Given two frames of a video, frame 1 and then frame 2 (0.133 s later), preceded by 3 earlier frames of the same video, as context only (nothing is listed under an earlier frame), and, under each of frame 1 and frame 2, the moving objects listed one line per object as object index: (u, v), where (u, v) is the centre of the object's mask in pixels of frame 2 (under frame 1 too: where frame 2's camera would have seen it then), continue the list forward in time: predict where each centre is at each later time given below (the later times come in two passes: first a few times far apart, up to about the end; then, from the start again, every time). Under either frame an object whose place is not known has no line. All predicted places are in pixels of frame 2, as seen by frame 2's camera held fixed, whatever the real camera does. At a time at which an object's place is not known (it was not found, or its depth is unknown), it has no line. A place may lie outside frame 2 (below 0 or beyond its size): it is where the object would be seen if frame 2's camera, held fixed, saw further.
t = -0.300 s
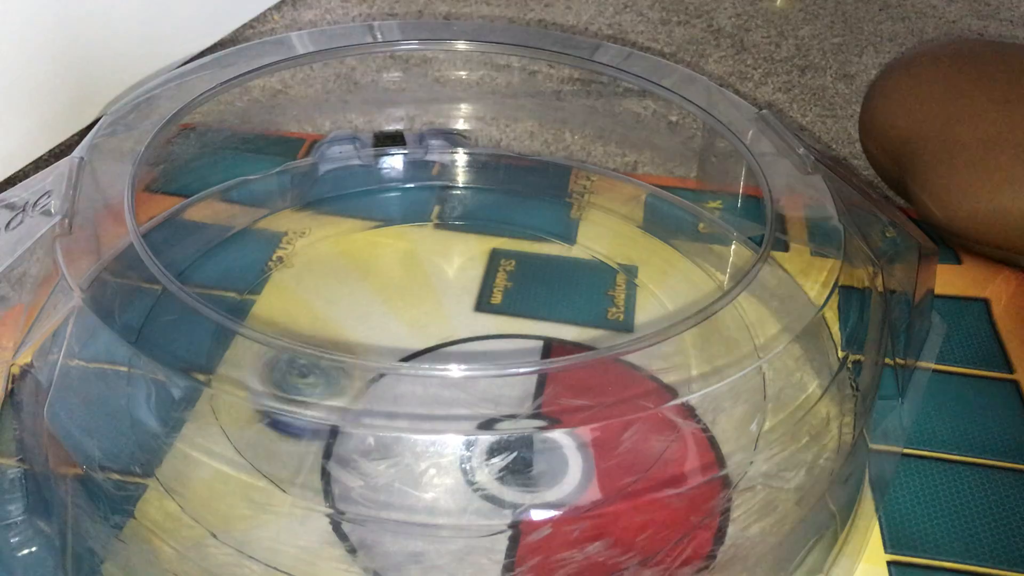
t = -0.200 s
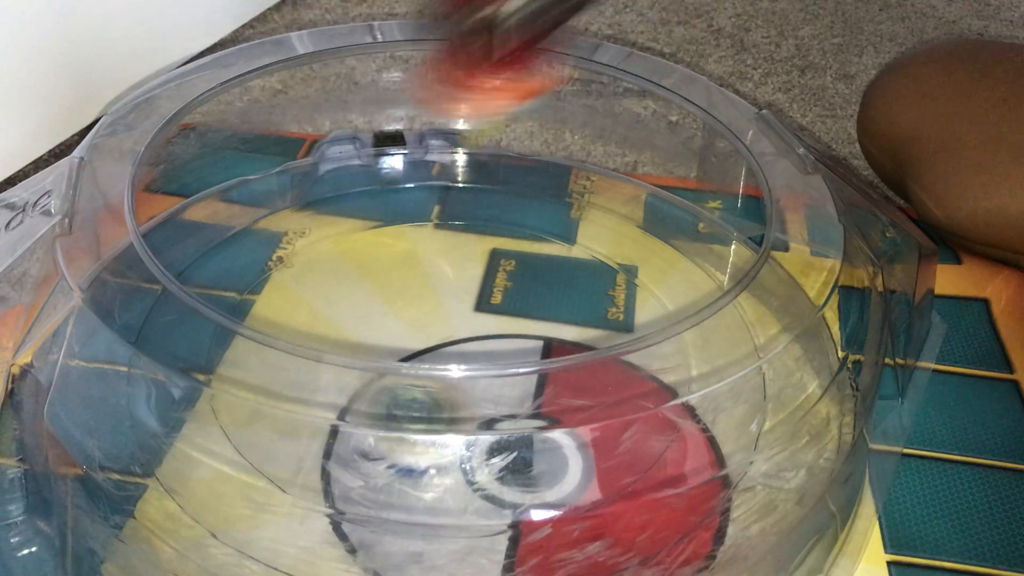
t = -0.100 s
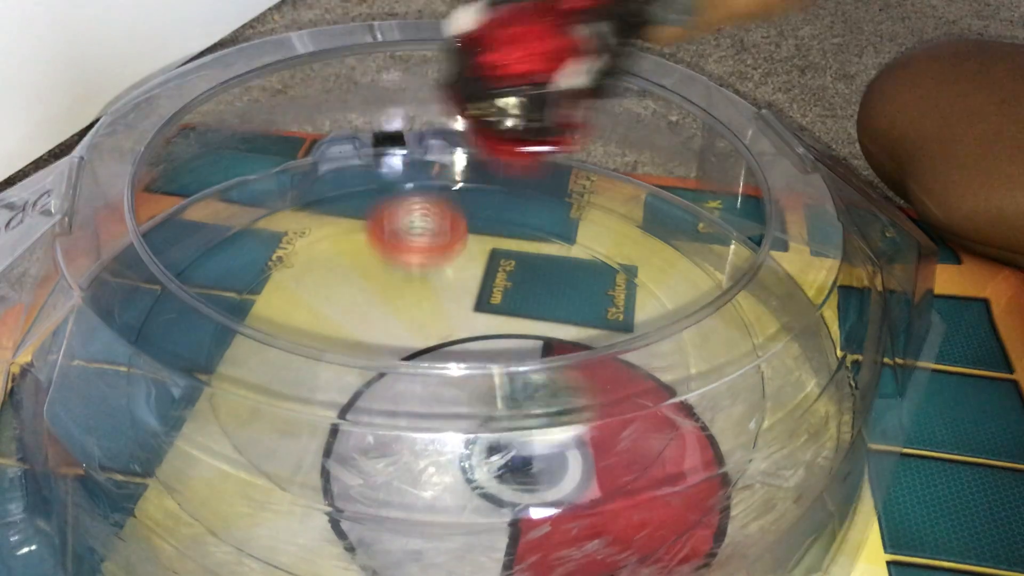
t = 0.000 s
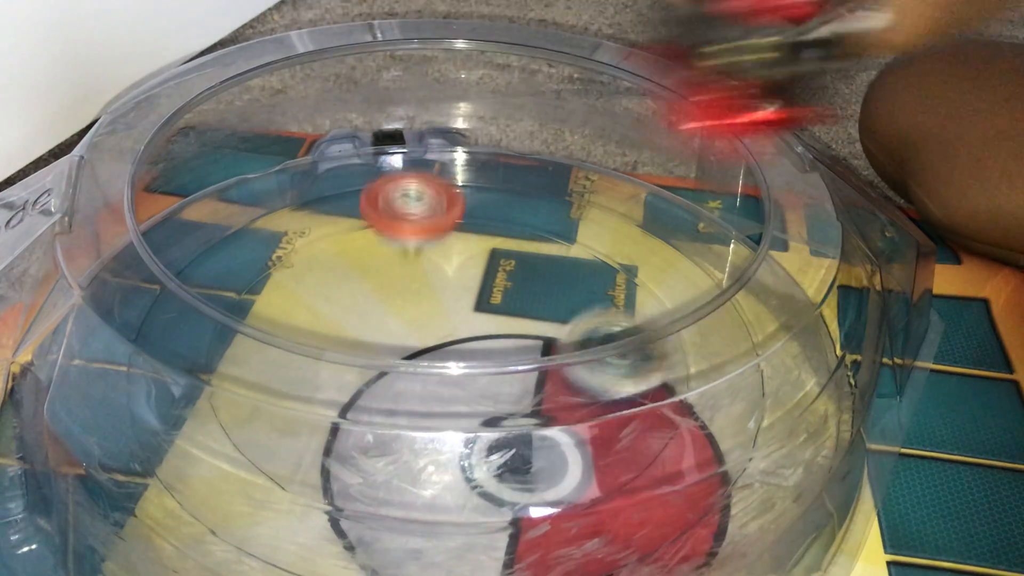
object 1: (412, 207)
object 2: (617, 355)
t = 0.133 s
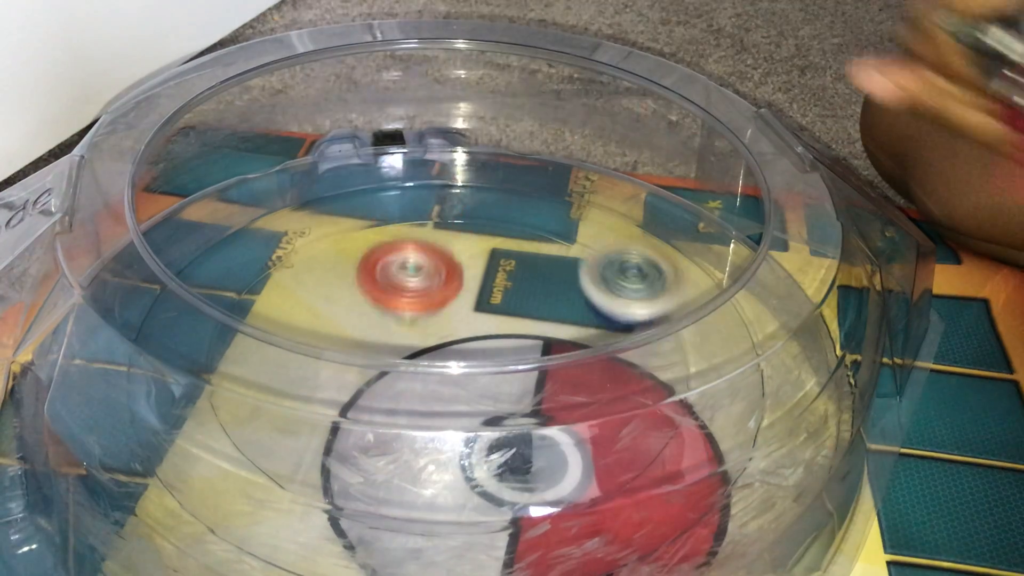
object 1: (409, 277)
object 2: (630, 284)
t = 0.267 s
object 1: (404, 329)
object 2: (576, 227)
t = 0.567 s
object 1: (491, 335)
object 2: (368, 241)
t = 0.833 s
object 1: (483, 321)
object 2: (396, 424)
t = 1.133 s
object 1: (460, 337)
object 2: (674, 379)
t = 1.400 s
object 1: (487, 347)
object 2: (575, 261)
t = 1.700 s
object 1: (453, 336)
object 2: (324, 317)
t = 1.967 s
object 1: (459, 359)
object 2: (388, 457)
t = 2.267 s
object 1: (446, 333)
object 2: (594, 371)
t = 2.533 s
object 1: (428, 348)
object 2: (448, 262)
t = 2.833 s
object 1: (454, 329)
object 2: (295, 341)
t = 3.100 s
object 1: (425, 326)
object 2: (518, 405)
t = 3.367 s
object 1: (460, 331)
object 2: (538, 280)
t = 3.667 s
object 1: (478, 333)
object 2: (367, 269)
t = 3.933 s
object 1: (558, 315)
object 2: (375, 398)
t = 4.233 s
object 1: (540, 277)
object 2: (556, 390)
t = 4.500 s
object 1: (409, 263)
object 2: (493, 325)
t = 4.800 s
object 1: (277, 320)
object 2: (493, 395)
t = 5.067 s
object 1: (413, 404)
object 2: (487, 334)
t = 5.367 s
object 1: (536, 315)
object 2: (379, 390)
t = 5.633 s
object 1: (477, 275)
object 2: (495, 361)
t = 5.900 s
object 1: (386, 225)
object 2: (442, 323)
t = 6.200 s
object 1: (339, 250)
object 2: (433, 375)
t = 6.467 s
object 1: (364, 319)
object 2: (533, 320)
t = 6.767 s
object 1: (450, 377)
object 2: (543, 277)
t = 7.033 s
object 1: (530, 403)
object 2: (441, 306)
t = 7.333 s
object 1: (558, 388)
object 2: (429, 396)
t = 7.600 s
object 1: (576, 333)
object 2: (462, 399)
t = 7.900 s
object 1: (498, 294)
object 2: (404, 326)
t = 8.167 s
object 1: (493, 302)
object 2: (353, 294)
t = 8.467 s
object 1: (547, 328)
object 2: (423, 312)
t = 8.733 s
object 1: (577, 374)
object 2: (491, 309)
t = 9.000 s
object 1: (529, 396)
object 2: (499, 326)
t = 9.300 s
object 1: (421, 405)
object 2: (485, 336)
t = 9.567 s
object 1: (199, 379)
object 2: (541, 314)
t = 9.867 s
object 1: (209, 267)
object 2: (484, 327)
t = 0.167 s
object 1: (406, 294)
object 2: (623, 267)
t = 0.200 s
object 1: (403, 310)
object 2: (610, 251)
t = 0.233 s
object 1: (401, 322)
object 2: (594, 238)
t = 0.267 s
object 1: (404, 329)
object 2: (576, 227)
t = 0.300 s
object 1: (412, 334)
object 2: (556, 219)
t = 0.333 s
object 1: (423, 346)
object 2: (537, 212)
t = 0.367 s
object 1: (436, 350)
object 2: (515, 207)
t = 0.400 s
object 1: (449, 353)
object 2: (493, 205)
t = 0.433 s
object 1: (461, 354)
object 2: (469, 206)
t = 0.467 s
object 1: (472, 351)
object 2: (444, 208)
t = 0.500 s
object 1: (481, 348)
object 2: (420, 215)
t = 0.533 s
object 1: (487, 345)
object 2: (394, 226)
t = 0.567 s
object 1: (491, 335)
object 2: (368, 241)
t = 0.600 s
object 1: (494, 333)
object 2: (348, 262)
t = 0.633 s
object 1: (496, 331)
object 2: (333, 281)
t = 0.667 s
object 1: (496, 329)
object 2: (325, 303)
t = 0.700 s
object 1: (495, 327)
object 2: (326, 315)
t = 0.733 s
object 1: (494, 325)
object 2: (328, 357)
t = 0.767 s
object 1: (492, 322)
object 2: (350, 383)
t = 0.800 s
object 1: (488, 321)
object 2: (367, 408)
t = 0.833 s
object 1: (483, 321)
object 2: (396, 424)
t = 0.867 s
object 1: (477, 321)
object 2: (436, 436)
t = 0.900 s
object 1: (471, 322)
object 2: (469, 443)
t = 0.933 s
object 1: (465, 324)
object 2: (515, 446)
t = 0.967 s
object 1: (461, 326)
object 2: (549, 444)
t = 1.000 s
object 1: (458, 328)
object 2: (587, 433)
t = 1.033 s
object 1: (457, 331)
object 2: (618, 417)
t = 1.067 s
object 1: (457, 333)
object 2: (638, 407)
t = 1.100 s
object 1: (458, 335)
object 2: (657, 394)
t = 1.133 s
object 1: (460, 337)
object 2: (674, 379)
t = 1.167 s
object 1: (463, 338)
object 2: (682, 364)
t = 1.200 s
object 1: (467, 347)
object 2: (688, 350)
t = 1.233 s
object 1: (471, 348)
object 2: (674, 327)
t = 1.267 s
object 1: (475, 349)
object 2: (660, 308)
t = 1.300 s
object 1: (478, 350)
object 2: (643, 292)
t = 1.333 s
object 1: (482, 349)
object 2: (629, 284)
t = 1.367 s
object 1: (485, 349)
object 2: (604, 271)
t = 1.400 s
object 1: (487, 347)
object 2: (575, 261)
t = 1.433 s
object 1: (488, 337)
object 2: (544, 255)
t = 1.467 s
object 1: (487, 336)
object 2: (513, 252)
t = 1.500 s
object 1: (484, 335)
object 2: (476, 255)
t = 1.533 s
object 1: (479, 334)
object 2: (442, 259)
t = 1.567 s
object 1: (474, 334)
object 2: (409, 269)
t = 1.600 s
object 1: (468, 334)
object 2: (379, 279)
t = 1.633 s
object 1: (462, 334)
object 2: (353, 289)
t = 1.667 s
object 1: (457, 335)
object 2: (333, 302)
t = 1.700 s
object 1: (453, 336)
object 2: (324, 317)
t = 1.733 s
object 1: (450, 337)
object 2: (310, 340)
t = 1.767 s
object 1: (448, 339)
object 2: (302, 364)
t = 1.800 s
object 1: (447, 349)
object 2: (301, 384)
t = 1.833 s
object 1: (447, 352)
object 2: (311, 400)
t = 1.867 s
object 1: (448, 355)
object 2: (323, 416)
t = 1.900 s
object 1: (451, 358)
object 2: (343, 436)
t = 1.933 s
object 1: (455, 359)
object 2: (364, 447)
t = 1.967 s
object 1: (459, 359)
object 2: (388, 457)
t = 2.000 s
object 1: (462, 358)
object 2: (423, 466)
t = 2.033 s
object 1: (466, 355)
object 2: (452, 467)
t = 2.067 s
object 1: (468, 351)
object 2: (480, 466)
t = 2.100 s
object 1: (468, 348)
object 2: (521, 464)
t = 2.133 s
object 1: (466, 338)
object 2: (540, 447)
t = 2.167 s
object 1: (462, 336)
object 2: (560, 432)
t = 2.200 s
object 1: (457, 335)
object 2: (578, 412)
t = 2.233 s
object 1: (452, 334)
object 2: (594, 394)
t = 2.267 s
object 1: (446, 333)
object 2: (594, 371)
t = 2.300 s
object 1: (441, 333)
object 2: (589, 348)
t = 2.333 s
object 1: (436, 333)
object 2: (574, 320)
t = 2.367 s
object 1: (431, 333)
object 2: (564, 310)
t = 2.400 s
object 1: (428, 334)
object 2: (547, 297)
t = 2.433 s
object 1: (426, 335)
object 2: (528, 285)
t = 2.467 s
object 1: (425, 336)
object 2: (504, 276)
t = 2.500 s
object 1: (425, 345)
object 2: (476, 267)
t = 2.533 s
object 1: (428, 348)
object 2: (448, 262)
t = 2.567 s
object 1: (432, 350)
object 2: (417, 260)
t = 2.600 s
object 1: (437, 350)
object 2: (395, 260)
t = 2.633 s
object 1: (442, 349)
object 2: (369, 267)
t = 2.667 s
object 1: (448, 347)
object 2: (345, 274)
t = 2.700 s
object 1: (451, 338)
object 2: (327, 282)
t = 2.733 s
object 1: (454, 336)
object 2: (313, 291)
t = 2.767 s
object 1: (456, 334)
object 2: (303, 303)
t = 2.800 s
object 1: (456, 331)
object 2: (295, 320)
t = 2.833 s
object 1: (454, 329)
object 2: (295, 341)
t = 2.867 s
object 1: (452, 327)
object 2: (302, 358)
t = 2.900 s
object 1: (448, 325)
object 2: (319, 375)
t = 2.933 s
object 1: (444, 324)
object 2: (342, 399)
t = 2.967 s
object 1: (439, 323)
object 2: (375, 408)
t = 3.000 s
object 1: (434, 323)
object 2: (409, 416)
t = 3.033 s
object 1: (430, 323)
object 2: (453, 418)
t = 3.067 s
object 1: (427, 324)
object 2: (483, 413)
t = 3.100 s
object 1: (425, 326)
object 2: (518, 405)
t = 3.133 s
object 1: (424, 327)
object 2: (543, 396)
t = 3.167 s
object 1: (426, 329)
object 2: (566, 378)
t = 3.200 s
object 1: (430, 331)
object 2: (566, 353)
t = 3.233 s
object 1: (435, 332)
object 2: (564, 325)
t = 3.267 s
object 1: (441, 333)
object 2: (564, 312)
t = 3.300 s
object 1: (449, 333)
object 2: (561, 303)
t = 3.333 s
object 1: (454, 333)
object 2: (552, 292)
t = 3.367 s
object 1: (460, 331)
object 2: (538, 280)
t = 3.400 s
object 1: (465, 330)
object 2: (525, 269)
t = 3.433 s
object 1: (468, 328)
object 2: (505, 261)
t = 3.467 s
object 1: (469, 327)
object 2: (483, 256)
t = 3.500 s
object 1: (469, 325)
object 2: (462, 252)
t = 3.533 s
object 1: (468, 325)
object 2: (442, 251)
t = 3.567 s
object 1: (468, 328)
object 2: (420, 248)
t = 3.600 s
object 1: (470, 330)
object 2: (400, 249)
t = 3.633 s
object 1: (474, 332)
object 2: (382, 256)
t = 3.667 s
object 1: (478, 333)
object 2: (367, 269)
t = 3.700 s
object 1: (483, 333)
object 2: (356, 284)
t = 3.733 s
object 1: (487, 334)
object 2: (351, 298)
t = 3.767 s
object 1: (490, 333)
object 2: (354, 310)
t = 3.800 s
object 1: (492, 332)
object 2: (363, 325)
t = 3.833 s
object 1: (493, 331)
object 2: (374, 354)
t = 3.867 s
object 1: (506, 328)
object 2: (384, 369)
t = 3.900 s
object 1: (536, 321)
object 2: (374, 385)
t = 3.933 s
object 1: (558, 315)
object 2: (375, 398)
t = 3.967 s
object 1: (570, 309)
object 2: (389, 409)
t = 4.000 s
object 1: (576, 304)
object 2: (400, 414)
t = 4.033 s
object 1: (576, 298)
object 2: (422, 416)
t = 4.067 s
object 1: (574, 292)
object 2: (449, 420)
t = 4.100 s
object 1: (570, 287)
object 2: (470, 420)
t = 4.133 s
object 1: (565, 283)
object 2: (498, 417)
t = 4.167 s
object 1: (558, 280)
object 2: (520, 409)
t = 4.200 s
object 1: (550, 278)
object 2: (537, 402)
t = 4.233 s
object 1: (540, 277)
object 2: (556, 390)
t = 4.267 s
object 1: (530, 278)
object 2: (558, 385)
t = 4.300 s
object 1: (518, 280)
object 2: (553, 356)
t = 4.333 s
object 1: (504, 274)
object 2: (549, 348)
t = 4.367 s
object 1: (484, 262)
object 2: (544, 345)
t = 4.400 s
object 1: (464, 254)
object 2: (532, 333)
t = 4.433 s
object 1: (444, 253)
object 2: (524, 332)
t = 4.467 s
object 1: (426, 256)
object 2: (509, 328)
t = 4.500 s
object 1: (409, 263)
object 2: (493, 325)
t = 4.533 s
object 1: (392, 271)
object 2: (474, 321)
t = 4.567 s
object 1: (360, 270)
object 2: (470, 327)
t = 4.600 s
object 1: (330, 268)
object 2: (468, 334)
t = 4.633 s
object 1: (310, 270)
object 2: (464, 346)
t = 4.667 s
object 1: (294, 277)
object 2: (461, 355)
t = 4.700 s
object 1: (284, 285)
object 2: (466, 371)
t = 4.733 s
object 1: (278, 295)
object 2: (470, 378)
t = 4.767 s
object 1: (279, 303)
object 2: (478, 385)
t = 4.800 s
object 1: (277, 320)
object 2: (493, 395)
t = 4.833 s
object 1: (281, 334)
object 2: (505, 394)
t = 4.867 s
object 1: (289, 351)
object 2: (516, 385)
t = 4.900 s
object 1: (302, 363)
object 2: (521, 376)
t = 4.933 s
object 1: (316, 374)
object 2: (523, 371)
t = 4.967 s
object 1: (337, 381)
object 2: (521, 357)
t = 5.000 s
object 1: (358, 395)
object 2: (512, 348)
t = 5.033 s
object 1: (384, 400)
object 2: (499, 335)
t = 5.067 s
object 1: (413, 404)
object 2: (487, 334)
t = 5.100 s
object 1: (444, 402)
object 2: (470, 330)
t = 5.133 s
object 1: (471, 401)
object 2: (449, 326)
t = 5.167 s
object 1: (495, 389)
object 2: (428, 328)
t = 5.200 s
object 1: (513, 375)
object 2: (415, 332)
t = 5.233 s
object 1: (525, 359)
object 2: (401, 343)
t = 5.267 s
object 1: (534, 348)
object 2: (387, 349)
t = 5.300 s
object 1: (535, 330)
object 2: (380, 357)
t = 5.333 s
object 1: (538, 323)
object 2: (375, 369)
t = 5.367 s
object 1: (536, 315)
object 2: (379, 390)
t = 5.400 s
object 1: (532, 306)
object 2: (392, 396)
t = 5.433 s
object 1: (527, 298)
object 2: (406, 400)
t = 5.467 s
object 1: (520, 292)
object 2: (423, 402)
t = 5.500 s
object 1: (513, 286)
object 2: (448, 401)
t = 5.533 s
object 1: (505, 282)
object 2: (469, 399)
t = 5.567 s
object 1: (496, 278)
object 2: (486, 396)
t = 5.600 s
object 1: (486, 276)
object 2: (491, 379)
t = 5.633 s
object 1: (477, 275)
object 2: (495, 361)
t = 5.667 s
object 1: (466, 274)
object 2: (497, 347)
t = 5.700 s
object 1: (455, 264)
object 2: (494, 336)
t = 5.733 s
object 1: (445, 257)
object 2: (490, 334)
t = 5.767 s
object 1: (433, 254)
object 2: (483, 330)
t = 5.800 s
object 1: (423, 252)
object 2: (474, 324)
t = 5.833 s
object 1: (410, 240)
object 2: (465, 323)
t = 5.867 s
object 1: (398, 230)
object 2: (455, 324)
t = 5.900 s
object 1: (386, 225)
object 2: (442, 323)
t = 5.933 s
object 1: (375, 222)
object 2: (429, 323)
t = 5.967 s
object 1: (366, 220)
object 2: (419, 323)
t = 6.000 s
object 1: (357, 221)
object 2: (407, 327)
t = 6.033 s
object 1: (351, 222)
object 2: (401, 329)
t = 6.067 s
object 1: (345, 225)
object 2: (397, 342)
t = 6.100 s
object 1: (342, 229)
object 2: (398, 350)
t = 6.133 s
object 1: (339, 235)
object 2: (406, 360)
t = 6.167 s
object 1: (338, 242)
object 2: (415, 375)
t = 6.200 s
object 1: (339, 250)
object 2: (433, 375)
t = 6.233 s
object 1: (342, 259)
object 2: (450, 378)
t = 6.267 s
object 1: (346, 270)
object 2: (466, 375)
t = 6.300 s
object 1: (353, 279)
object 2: (478, 362)
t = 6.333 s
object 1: (360, 289)
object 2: (491, 357)
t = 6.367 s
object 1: (369, 300)
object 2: (498, 346)
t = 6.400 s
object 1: (381, 312)
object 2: (500, 333)
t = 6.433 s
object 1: (380, 318)
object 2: (512, 325)
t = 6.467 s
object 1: (364, 319)
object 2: (533, 320)
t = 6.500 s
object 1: (358, 321)
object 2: (547, 315)
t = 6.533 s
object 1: (360, 325)
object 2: (554, 309)
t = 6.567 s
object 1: (368, 330)
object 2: (559, 302)
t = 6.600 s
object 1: (376, 347)
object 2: (561, 297)
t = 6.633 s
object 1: (388, 358)
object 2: (563, 290)
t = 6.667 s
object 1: (402, 359)
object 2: (561, 287)
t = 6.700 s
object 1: (416, 374)
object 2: (557, 282)
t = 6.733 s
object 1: (434, 376)
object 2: (552, 279)
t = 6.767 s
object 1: (450, 377)
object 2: (543, 277)
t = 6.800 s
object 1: (466, 376)
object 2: (532, 279)
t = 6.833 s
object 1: (481, 374)
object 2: (522, 285)
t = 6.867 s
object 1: (493, 362)
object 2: (507, 289)
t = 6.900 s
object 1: (503, 362)
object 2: (492, 294)
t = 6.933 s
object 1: (507, 379)
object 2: (480, 295)
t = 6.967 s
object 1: (516, 399)
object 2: (466, 296)
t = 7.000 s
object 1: (522, 402)
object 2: (454, 301)
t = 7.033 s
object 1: (530, 403)
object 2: (441, 306)
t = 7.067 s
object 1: (536, 402)
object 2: (431, 314)
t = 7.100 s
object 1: (544, 400)
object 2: (424, 323)
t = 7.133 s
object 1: (552, 397)
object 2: (420, 329)
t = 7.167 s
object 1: (558, 396)
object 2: (419, 335)
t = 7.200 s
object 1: (562, 393)
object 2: (415, 353)
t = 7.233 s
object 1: (564, 392)
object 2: (414, 366)
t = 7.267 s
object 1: (565, 391)
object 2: (417, 374)
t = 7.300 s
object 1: (562, 390)
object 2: (421, 384)
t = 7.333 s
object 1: (558, 388)
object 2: (429, 396)
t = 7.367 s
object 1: (561, 380)
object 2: (430, 398)
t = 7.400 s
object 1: (564, 378)
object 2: (434, 400)
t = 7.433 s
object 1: (563, 373)
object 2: (442, 401)
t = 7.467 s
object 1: (562, 369)
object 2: (450, 402)
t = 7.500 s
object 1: (573, 365)
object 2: (452, 402)
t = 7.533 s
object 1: (578, 351)
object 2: (454, 401)
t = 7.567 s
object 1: (579, 342)
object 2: (459, 400)
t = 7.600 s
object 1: (576, 333)
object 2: (462, 399)
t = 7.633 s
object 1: (572, 323)
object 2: (464, 395)
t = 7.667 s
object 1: (567, 319)
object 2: (463, 381)
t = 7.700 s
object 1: (560, 316)
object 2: (459, 377)
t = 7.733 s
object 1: (552, 310)
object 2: (457, 360)
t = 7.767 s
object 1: (540, 306)
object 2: (450, 339)
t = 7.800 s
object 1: (528, 304)
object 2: (441, 336)
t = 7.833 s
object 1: (521, 299)
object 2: (428, 332)
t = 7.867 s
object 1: (511, 296)
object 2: (416, 329)
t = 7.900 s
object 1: (498, 294)
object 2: (404, 326)
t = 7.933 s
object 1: (489, 293)
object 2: (394, 322)
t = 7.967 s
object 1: (484, 295)
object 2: (385, 317)
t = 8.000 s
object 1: (488, 297)
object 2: (371, 313)
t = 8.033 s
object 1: (491, 298)
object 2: (363, 306)
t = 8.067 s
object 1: (492, 299)
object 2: (357, 302)
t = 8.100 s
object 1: (492, 300)
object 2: (355, 299)
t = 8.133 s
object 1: (493, 301)
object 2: (353, 295)
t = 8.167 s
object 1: (493, 302)
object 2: (353, 294)
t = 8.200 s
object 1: (493, 304)
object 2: (356, 296)
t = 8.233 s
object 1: (493, 306)
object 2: (363, 296)
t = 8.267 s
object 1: (492, 310)
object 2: (372, 299)
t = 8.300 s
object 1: (493, 314)
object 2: (381, 303)
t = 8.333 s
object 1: (512, 321)
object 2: (384, 304)
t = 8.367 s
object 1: (527, 323)
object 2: (391, 304)
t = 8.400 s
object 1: (535, 326)
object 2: (400, 307)
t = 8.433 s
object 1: (541, 327)
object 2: (411, 308)
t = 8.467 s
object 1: (547, 328)
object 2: (423, 312)
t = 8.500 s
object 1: (550, 328)
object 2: (436, 317)
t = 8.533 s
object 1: (553, 338)
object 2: (446, 318)
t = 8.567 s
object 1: (556, 340)
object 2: (459, 317)
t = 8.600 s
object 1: (565, 350)
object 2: (464, 316)
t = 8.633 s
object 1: (570, 353)
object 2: (470, 314)
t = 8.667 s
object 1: (575, 364)
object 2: (478, 312)
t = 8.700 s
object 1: (577, 369)
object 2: (485, 311)
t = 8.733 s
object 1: (577, 374)
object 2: (491, 309)
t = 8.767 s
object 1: (576, 378)
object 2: (496, 309)
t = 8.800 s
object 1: (573, 386)
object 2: (499, 308)
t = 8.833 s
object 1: (568, 388)
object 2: (501, 309)
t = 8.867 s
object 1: (562, 390)
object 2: (503, 311)
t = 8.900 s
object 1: (556, 393)
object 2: (503, 314)
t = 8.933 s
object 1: (549, 394)
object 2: (501, 318)
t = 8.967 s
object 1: (540, 396)
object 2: (501, 322)
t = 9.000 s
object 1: (529, 396)
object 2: (499, 326)
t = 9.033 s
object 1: (521, 398)
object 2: (499, 329)
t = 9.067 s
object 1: (510, 400)
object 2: (499, 332)
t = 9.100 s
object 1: (494, 404)
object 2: (501, 331)
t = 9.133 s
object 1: (476, 408)
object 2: (501, 331)
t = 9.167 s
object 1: (463, 409)
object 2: (500, 331)
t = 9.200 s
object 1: (451, 409)
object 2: (497, 332)
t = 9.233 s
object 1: (442, 409)
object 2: (493, 332)
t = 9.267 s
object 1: (431, 408)
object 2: (489, 333)
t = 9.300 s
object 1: (421, 405)
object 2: (485, 336)
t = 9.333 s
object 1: (415, 402)
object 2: (480, 337)
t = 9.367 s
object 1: (410, 397)
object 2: (474, 339)
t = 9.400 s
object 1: (381, 399)
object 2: (486, 346)
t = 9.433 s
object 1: (325, 398)
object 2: (508, 330)
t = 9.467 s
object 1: (280, 397)
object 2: (523, 321)
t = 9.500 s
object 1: (250, 390)
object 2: (533, 321)
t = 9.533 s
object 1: (223, 385)
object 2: (539, 317)
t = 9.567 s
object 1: (199, 379)
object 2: (541, 314)
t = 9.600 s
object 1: (179, 369)
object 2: (543, 312)
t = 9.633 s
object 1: (163, 359)
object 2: (542, 309)
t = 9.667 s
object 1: (165, 354)
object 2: (540, 308)
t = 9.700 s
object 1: (176, 338)
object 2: (533, 308)
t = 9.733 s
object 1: (185, 328)
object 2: (525, 310)
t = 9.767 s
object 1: (189, 315)
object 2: (516, 313)
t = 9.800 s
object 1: (197, 298)
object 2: (505, 318)
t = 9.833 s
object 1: (204, 283)
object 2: (496, 322)
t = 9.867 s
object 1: (209, 267)
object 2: (484, 327)
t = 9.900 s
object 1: (211, 256)
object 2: (476, 330)
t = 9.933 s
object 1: (216, 244)
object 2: (466, 333)
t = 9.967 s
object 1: (224, 232)
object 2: (459, 336)
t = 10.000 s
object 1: (236, 226)
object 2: (452, 337)
